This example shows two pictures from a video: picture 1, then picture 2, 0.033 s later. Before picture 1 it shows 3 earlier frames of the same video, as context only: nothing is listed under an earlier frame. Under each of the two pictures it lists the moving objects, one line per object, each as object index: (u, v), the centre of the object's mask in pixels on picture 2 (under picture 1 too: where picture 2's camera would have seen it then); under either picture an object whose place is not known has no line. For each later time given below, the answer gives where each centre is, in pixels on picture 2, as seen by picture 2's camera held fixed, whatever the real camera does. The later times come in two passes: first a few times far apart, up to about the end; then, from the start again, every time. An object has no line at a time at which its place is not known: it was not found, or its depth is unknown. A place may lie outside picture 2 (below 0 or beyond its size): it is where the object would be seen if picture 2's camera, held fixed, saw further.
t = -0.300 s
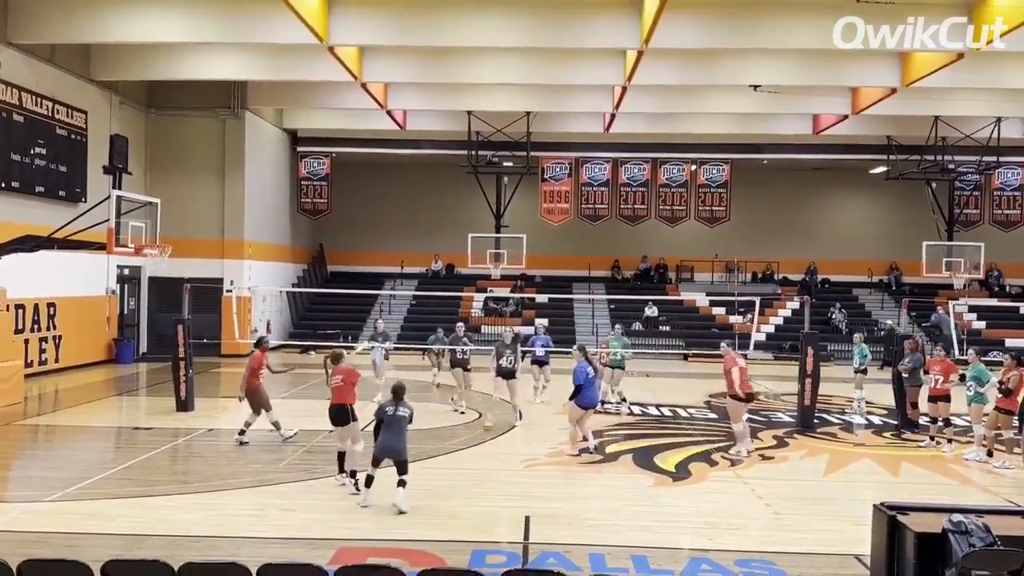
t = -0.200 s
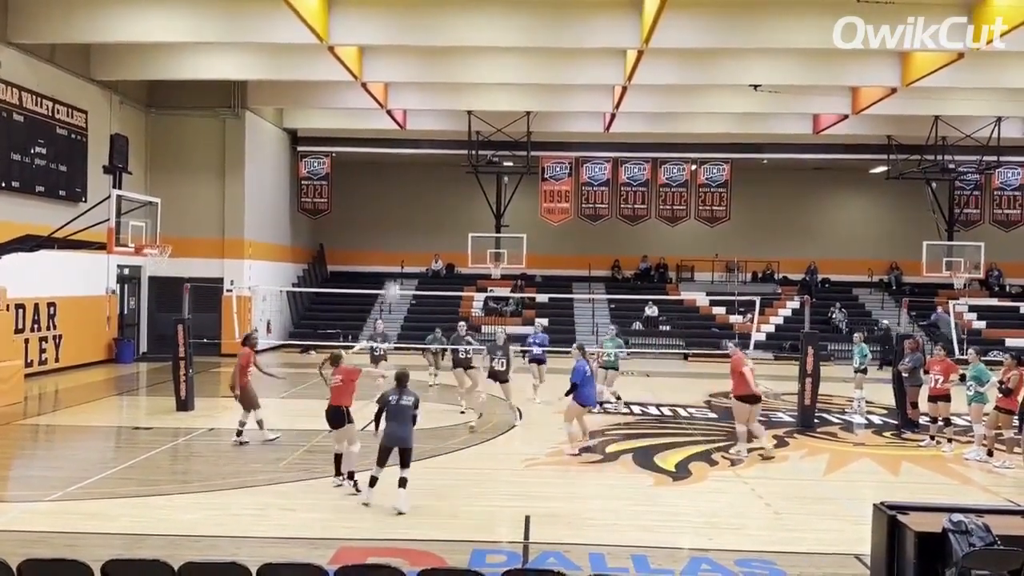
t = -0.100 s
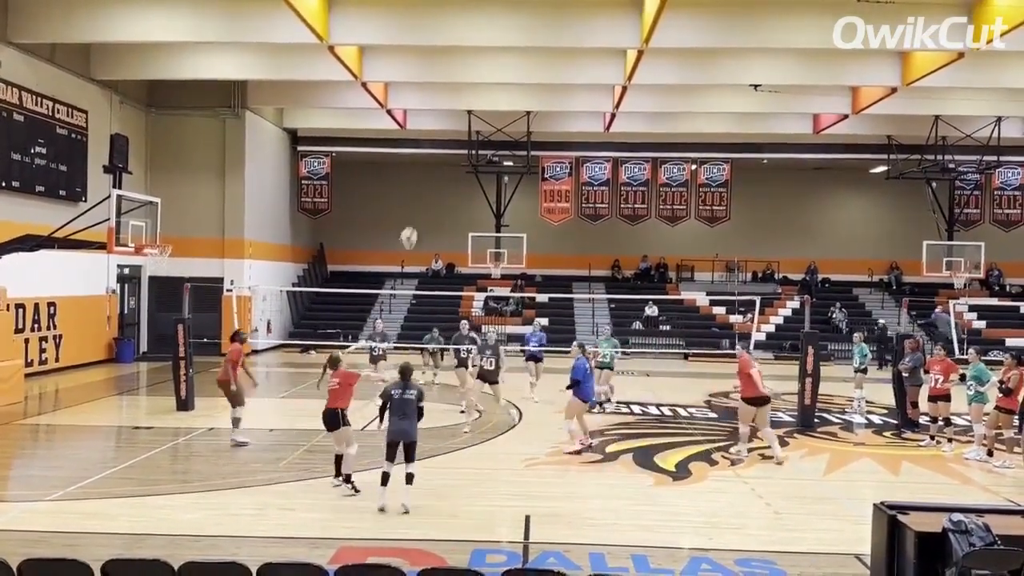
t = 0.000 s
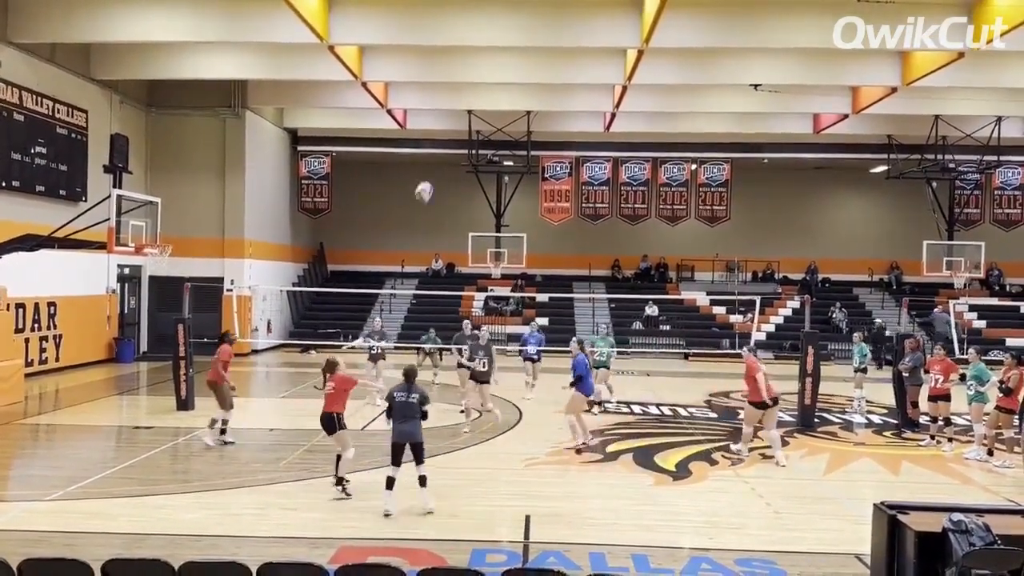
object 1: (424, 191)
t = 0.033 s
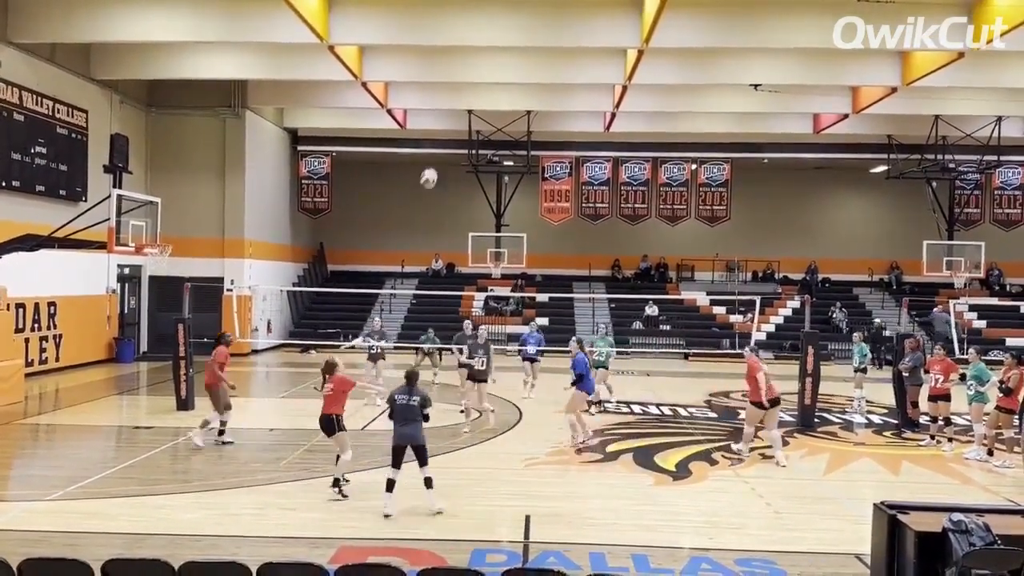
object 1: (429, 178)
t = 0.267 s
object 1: (461, 112)
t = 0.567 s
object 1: (500, 88)
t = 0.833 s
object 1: (530, 120)
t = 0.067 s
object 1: (433, 166)
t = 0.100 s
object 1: (438, 154)
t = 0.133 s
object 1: (443, 142)
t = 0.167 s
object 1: (447, 135)
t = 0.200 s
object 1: (453, 124)
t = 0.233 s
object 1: (457, 117)
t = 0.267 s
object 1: (461, 112)
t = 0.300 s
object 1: (465, 106)
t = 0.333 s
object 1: (470, 101)
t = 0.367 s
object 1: (474, 95)
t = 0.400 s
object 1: (479, 93)
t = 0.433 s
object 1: (483, 89)
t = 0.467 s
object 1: (487, 88)
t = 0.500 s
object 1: (491, 87)
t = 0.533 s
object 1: (495, 88)
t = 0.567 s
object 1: (500, 88)
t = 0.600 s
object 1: (503, 89)
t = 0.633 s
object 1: (507, 92)
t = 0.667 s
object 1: (512, 95)
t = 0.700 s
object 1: (515, 98)
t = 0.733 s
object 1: (519, 103)
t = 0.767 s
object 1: (523, 109)
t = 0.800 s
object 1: (527, 115)
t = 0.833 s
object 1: (530, 120)
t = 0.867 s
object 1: (533, 127)
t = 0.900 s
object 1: (538, 136)
